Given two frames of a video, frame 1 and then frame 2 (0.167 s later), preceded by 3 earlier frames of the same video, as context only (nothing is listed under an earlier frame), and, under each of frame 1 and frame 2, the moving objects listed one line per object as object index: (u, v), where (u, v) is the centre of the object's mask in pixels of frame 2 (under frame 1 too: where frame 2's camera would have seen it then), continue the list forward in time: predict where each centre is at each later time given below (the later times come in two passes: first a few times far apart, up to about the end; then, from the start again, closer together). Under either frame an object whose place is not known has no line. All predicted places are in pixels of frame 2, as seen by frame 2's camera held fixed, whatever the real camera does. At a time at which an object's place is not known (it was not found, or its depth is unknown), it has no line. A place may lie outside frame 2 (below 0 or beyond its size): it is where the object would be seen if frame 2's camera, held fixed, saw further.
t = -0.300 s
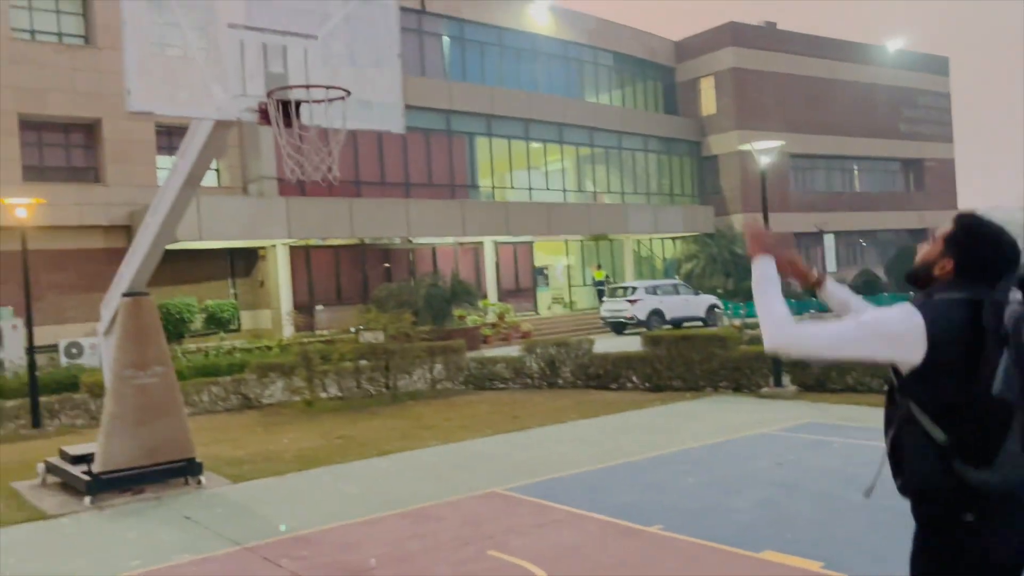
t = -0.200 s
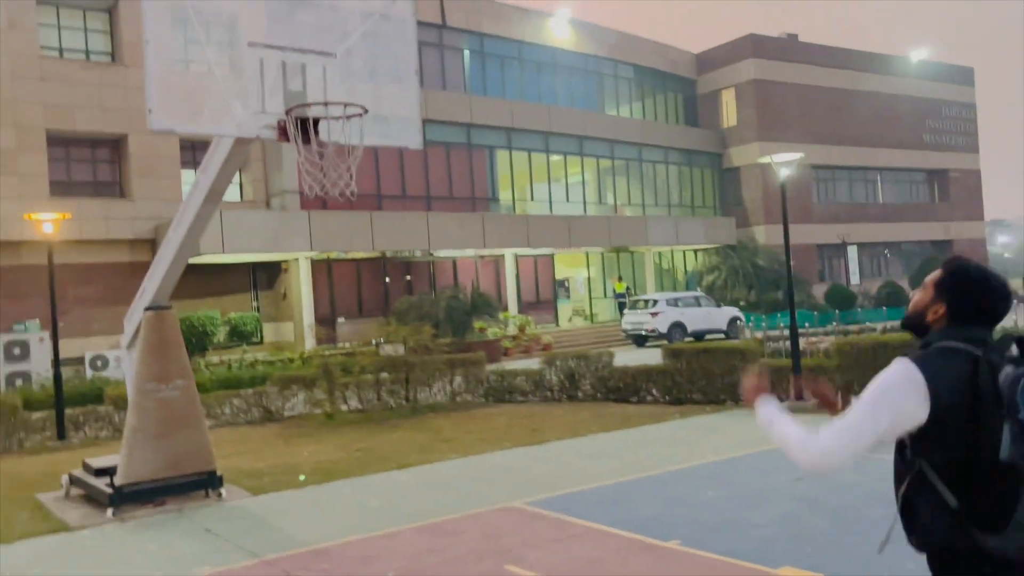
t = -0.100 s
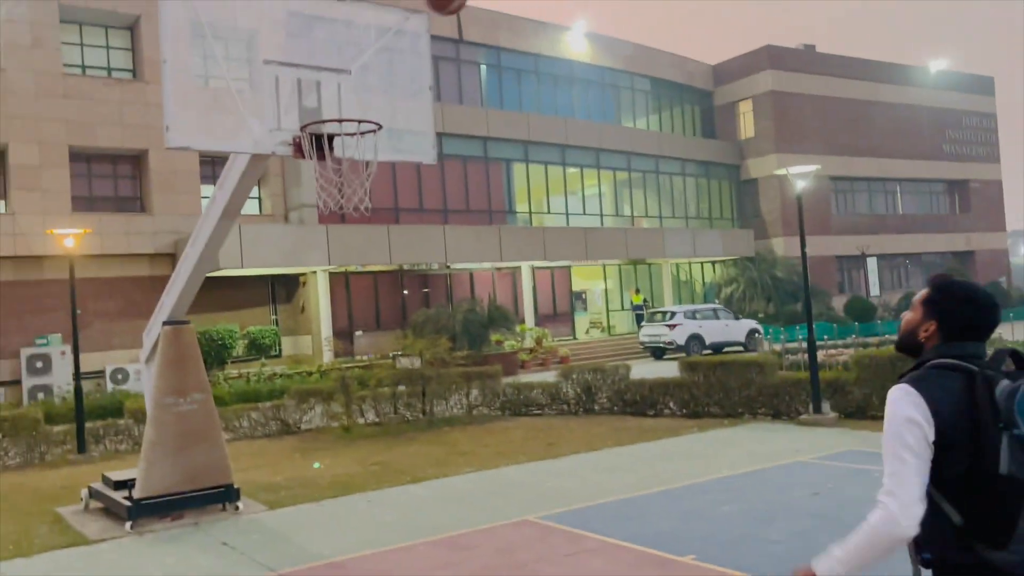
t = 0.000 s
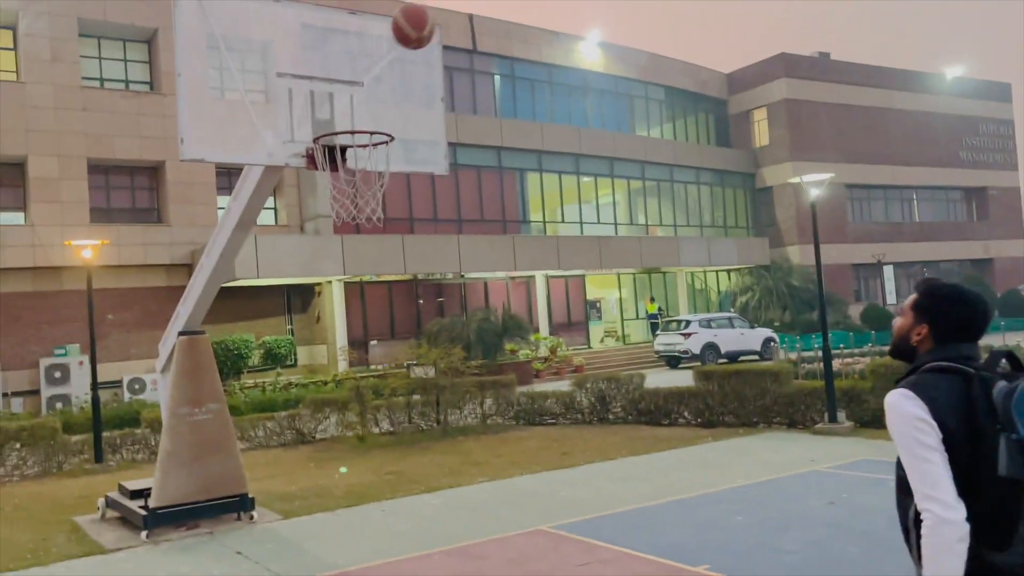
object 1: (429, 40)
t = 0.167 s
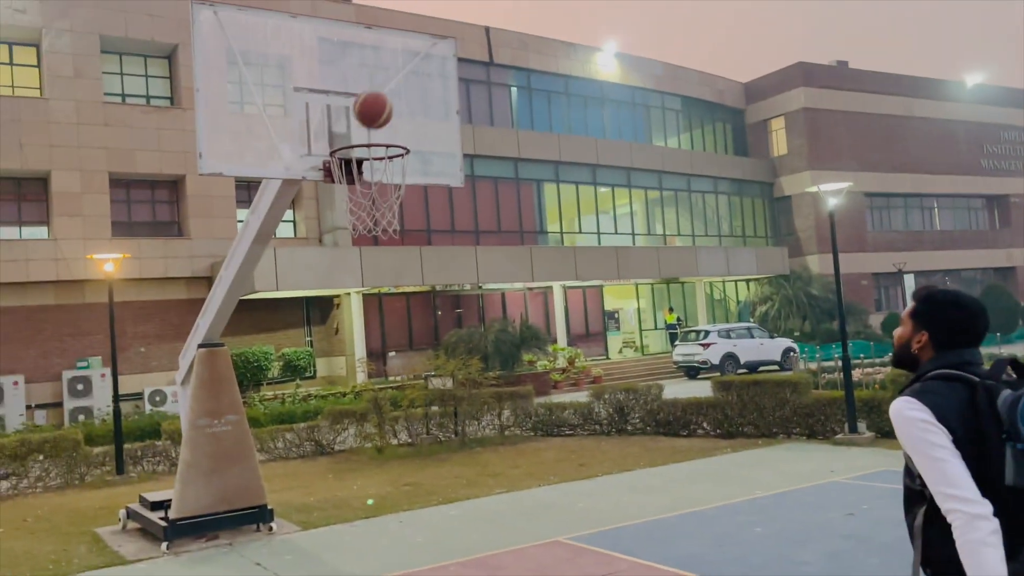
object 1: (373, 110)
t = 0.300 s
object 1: (361, 101)
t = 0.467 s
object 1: (374, 22)
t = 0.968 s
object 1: (440, 42)
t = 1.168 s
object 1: (480, 175)
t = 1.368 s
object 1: (529, 391)
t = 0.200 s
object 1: (364, 127)
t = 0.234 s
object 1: (355, 142)
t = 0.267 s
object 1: (358, 122)
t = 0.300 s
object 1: (361, 101)
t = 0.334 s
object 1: (363, 82)
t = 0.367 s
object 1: (365, 65)
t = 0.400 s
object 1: (368, 49)
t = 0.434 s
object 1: (371, 35)
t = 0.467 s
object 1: (374, 22)
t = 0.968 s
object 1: (440, 42)
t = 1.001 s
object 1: (446, 58)
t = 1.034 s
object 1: (453, 76)
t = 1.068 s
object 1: (459, 97)
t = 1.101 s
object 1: (466, 120)
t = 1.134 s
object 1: (473, 146)
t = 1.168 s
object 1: (480, 175)
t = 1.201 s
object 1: (488, 202)
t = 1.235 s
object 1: (495, 236)
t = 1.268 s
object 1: (503, 269)
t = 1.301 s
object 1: (510, 313)
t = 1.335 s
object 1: (520, 349)
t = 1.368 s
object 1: (529, 391)
